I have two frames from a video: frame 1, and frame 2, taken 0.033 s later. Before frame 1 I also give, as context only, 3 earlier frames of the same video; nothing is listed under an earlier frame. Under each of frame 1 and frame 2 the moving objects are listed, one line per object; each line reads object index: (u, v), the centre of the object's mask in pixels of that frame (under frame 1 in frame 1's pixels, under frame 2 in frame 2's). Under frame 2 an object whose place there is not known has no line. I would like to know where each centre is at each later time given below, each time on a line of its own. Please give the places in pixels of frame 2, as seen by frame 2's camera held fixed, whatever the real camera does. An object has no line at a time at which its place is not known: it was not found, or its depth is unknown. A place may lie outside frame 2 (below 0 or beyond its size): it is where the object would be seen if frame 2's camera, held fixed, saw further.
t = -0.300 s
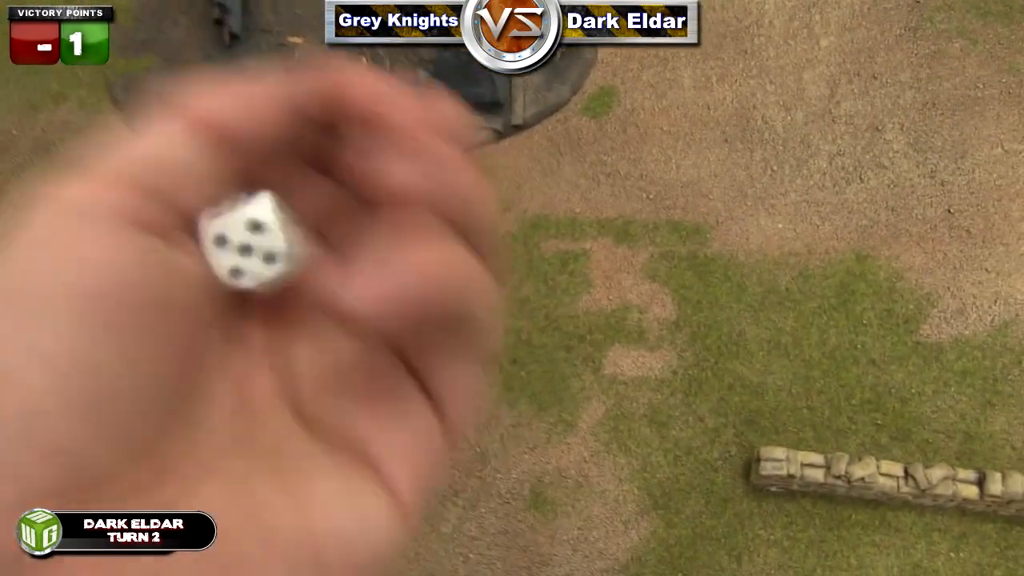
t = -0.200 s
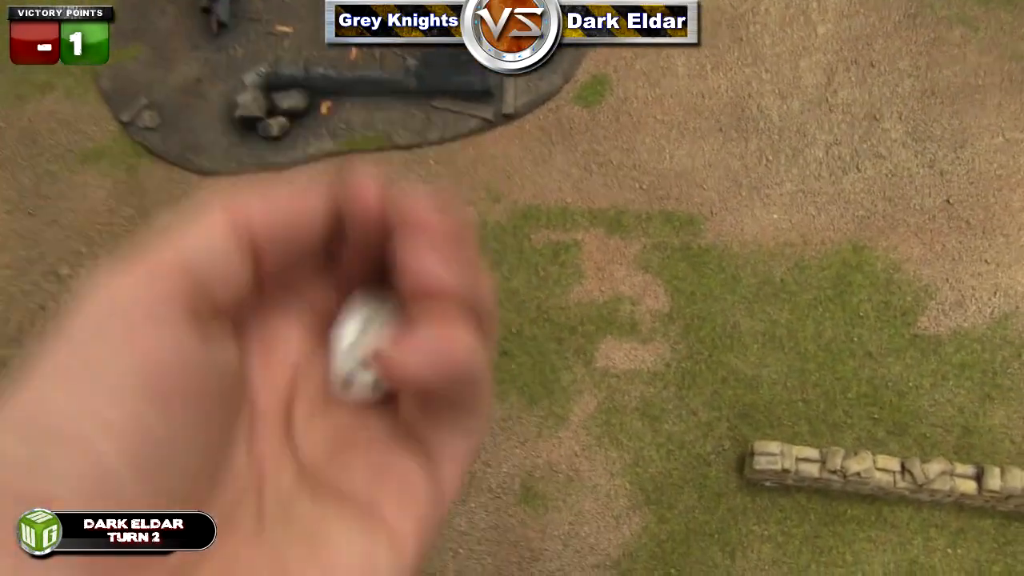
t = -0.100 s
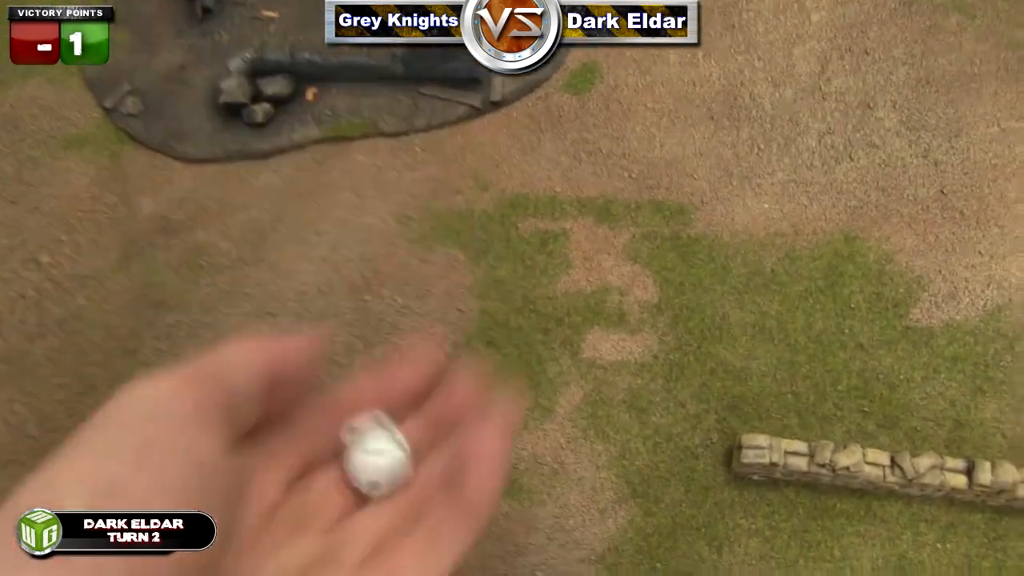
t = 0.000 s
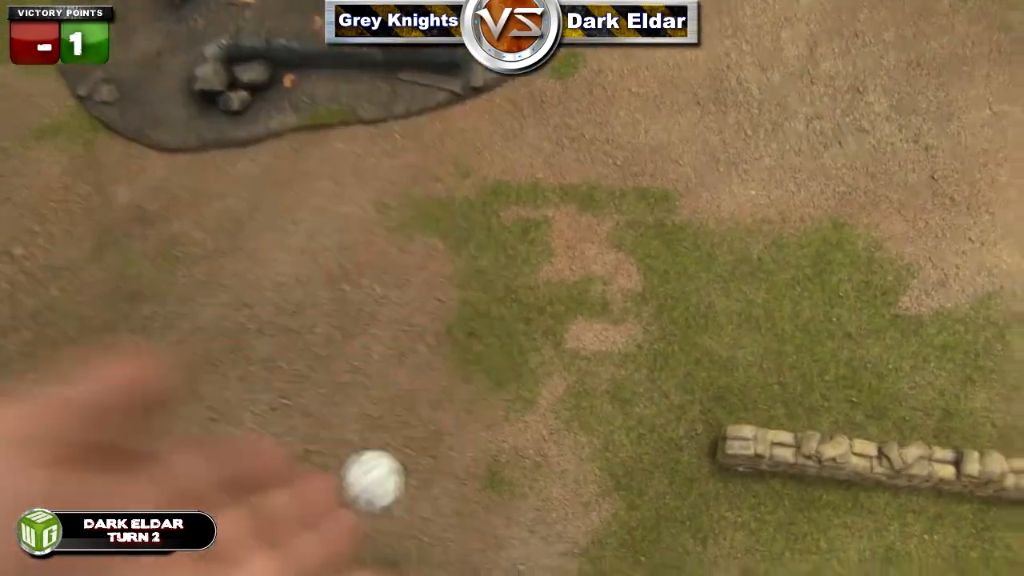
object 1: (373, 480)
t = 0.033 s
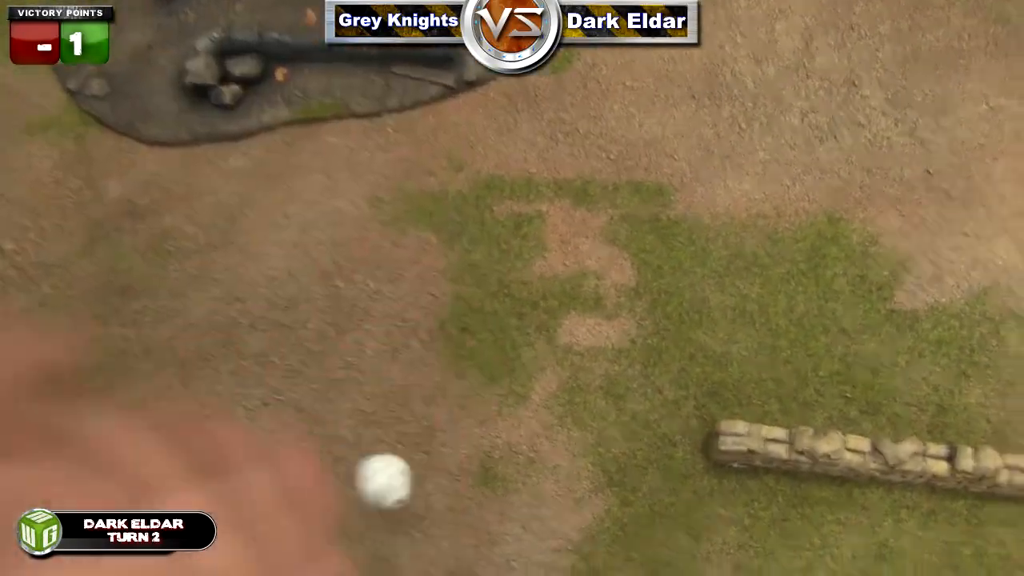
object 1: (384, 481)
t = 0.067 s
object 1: (402, 491)
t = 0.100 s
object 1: (407, 508)
